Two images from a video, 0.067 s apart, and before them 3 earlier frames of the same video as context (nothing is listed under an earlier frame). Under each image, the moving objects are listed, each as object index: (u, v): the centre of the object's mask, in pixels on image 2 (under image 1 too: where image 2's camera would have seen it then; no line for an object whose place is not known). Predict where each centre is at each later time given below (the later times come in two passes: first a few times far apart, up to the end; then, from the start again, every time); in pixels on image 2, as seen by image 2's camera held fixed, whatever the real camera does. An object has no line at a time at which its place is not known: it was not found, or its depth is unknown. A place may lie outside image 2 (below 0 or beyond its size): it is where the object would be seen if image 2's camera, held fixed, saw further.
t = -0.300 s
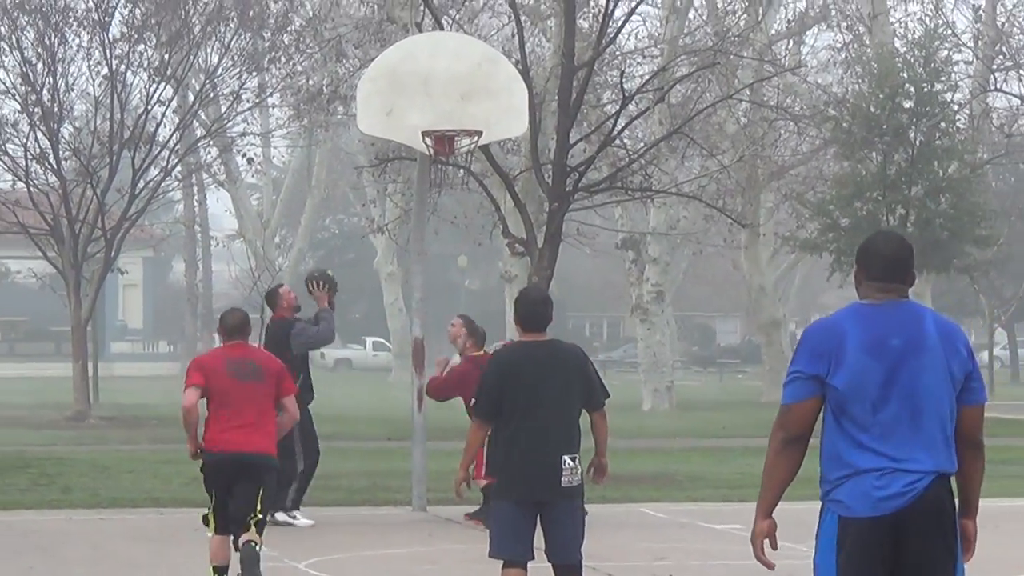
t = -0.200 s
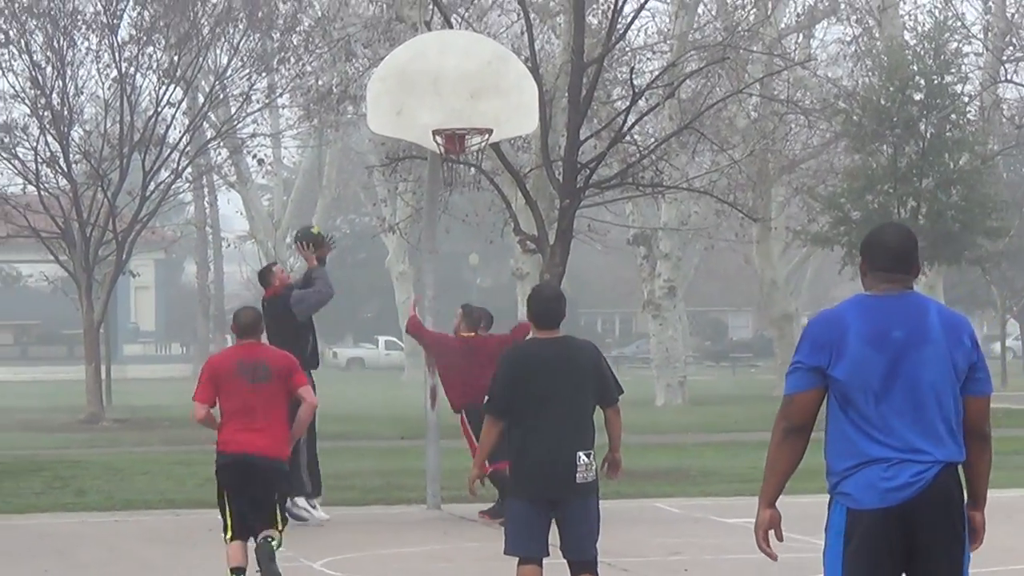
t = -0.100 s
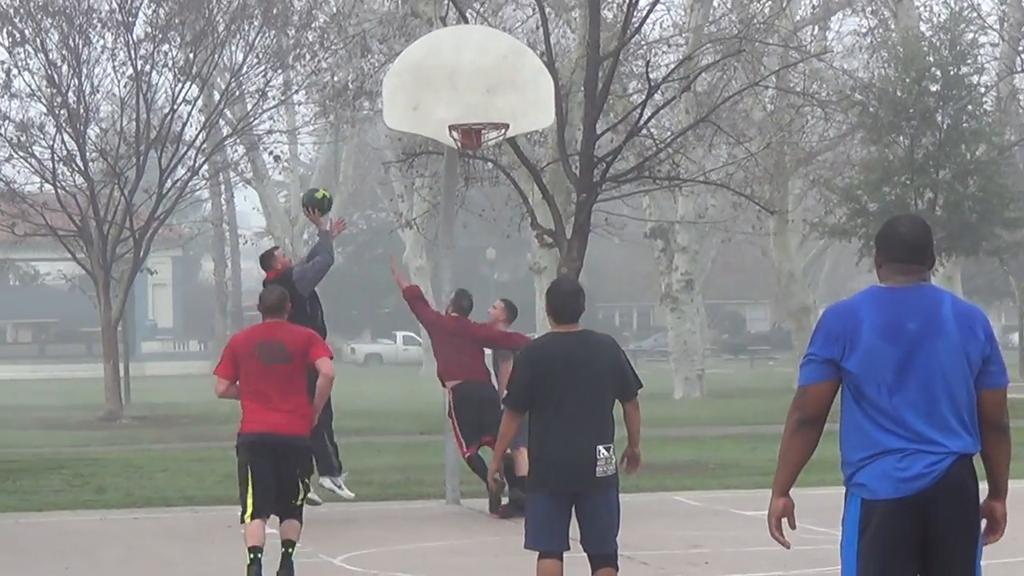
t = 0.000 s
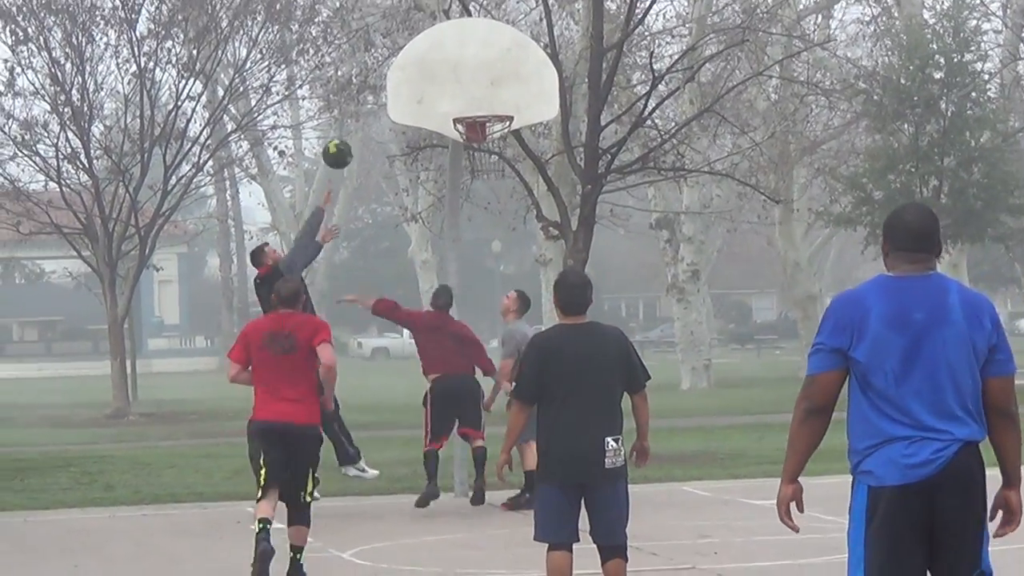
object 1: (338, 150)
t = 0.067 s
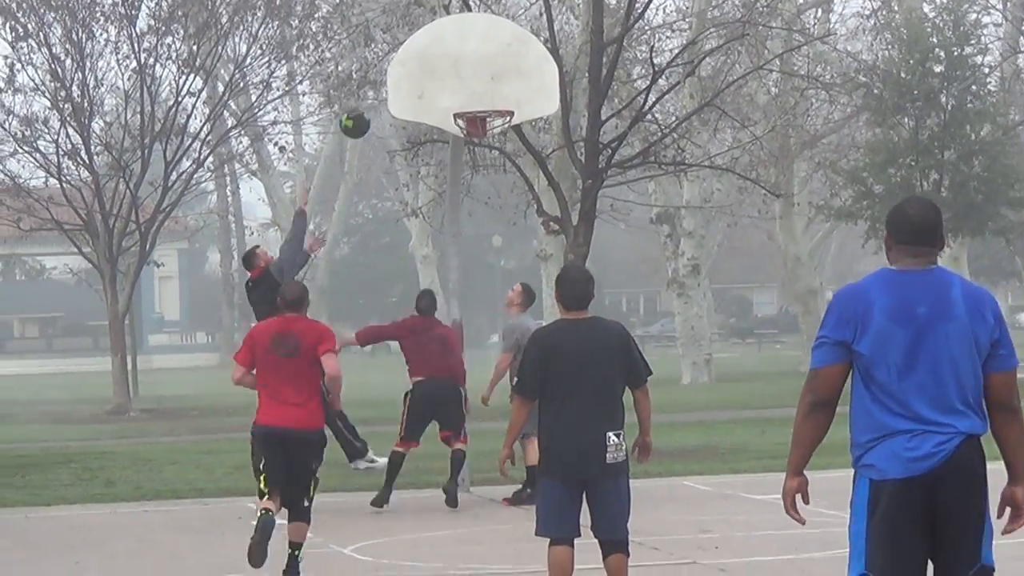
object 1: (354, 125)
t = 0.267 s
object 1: (405, 79)
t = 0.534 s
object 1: (475, 95)
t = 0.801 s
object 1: (484, 144)
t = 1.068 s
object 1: (478, 165)
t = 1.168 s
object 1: (479, 182)
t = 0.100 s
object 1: (363, 113)
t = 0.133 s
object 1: (371, 103)
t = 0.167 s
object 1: (379, 95)
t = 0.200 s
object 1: (388, 88)
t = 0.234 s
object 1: (397, 83)
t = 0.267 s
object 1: (405, 79)
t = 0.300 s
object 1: (414, 76)
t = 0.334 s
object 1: (422, 74)
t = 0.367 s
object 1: (431, 74)
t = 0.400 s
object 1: (440, 75)
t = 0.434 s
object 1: (449, 78)
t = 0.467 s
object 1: (458, 82)
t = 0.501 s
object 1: (466, 88)
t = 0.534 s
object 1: (475, 95)
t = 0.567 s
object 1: (485, 101)
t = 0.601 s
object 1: (490, 111)
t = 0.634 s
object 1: (490, 118)
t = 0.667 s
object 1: (490, 128)
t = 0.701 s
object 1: (489, 133)
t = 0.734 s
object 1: (488, 136)
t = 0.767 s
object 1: (485, 139)
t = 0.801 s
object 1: (484, 144)
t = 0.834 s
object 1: (481, 147)
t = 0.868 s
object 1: (478, 149)
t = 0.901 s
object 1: (478, 152)
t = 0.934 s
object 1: (478, 155)
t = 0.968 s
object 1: (476, 156)
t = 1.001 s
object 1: (476, 156)
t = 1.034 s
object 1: (477, 161)
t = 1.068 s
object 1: (478, 165)
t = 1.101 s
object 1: (478, 167)
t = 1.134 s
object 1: (478, 174)
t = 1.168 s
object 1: (479, 182)
